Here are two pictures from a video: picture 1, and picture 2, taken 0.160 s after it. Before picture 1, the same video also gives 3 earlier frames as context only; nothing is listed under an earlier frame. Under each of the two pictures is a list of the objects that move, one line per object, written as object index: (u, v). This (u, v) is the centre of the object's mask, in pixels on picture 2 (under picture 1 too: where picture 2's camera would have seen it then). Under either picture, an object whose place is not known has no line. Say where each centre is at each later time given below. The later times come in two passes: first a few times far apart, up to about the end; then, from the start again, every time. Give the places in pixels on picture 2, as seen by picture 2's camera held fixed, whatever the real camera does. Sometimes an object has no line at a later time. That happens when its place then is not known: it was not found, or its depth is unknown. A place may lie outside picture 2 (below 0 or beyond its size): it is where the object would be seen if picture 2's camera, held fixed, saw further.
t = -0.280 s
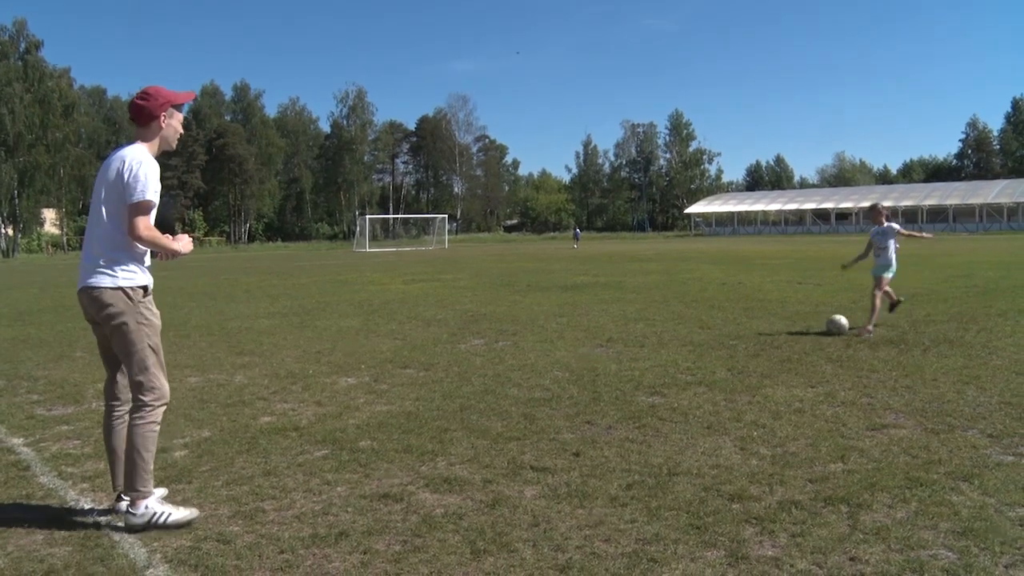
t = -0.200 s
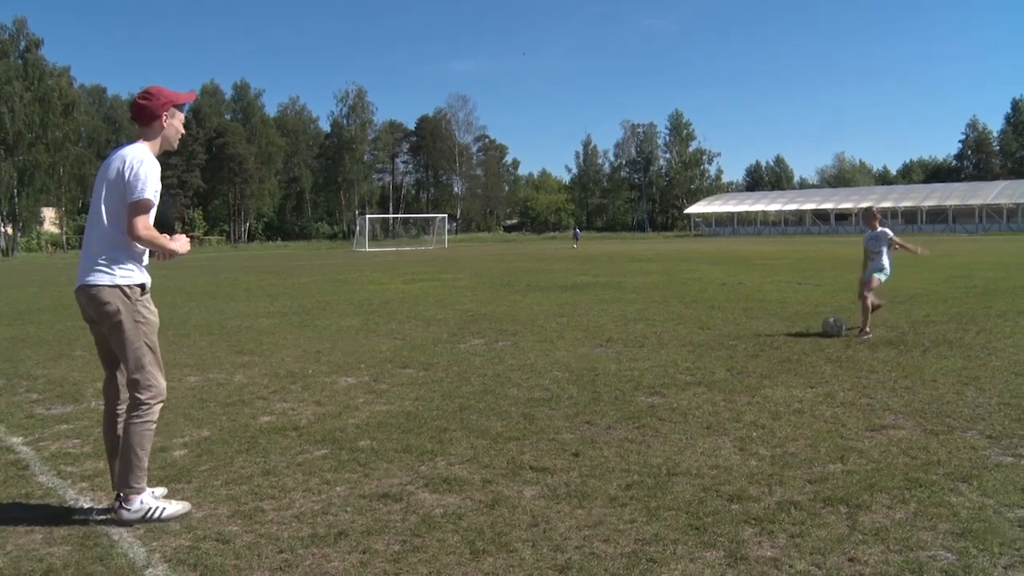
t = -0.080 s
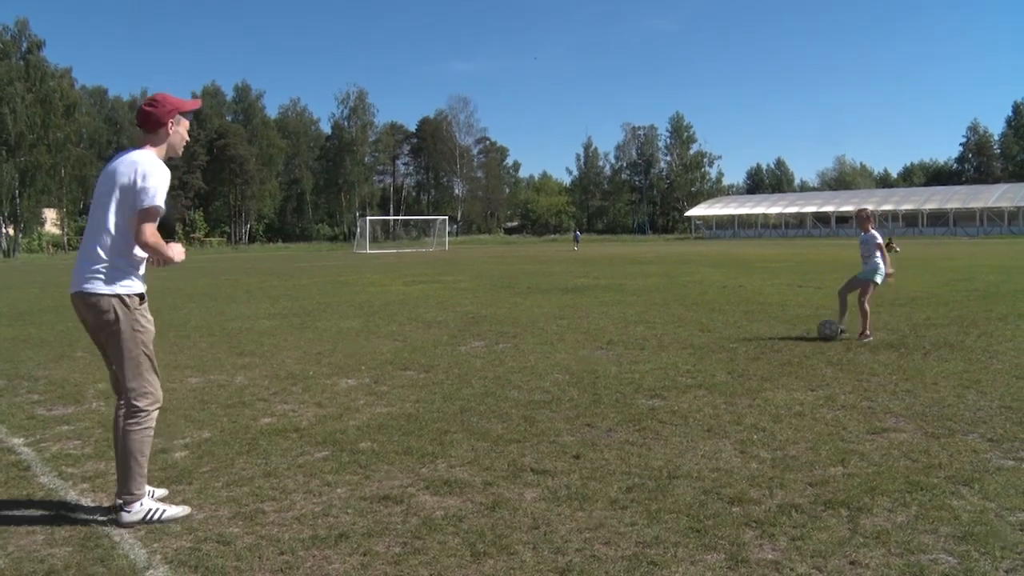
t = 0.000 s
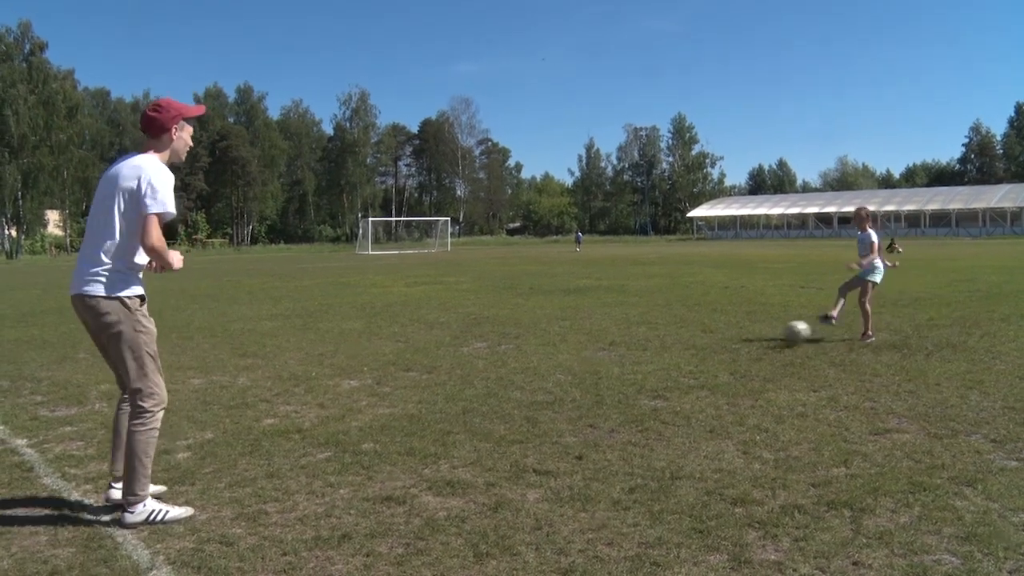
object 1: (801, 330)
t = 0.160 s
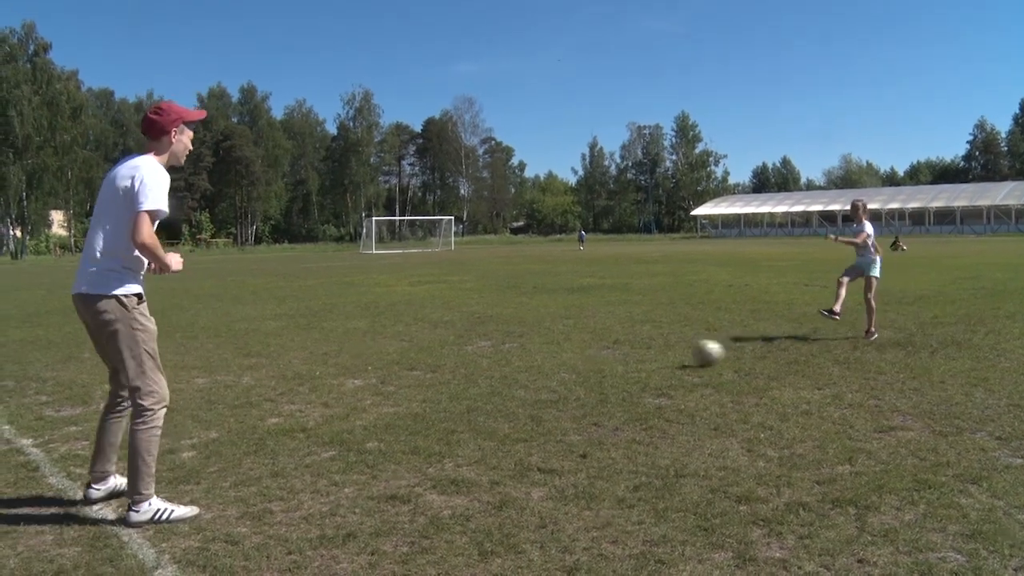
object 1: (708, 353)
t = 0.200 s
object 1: (684, 354)
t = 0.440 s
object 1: (517, 377)
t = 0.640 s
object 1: (361, 407)
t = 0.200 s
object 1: (684, 354)
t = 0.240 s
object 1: (659, 357)
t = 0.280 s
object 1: (631, 362)
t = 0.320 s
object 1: (603, 371)
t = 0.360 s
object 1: (573, 380)
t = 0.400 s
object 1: (544, 381)
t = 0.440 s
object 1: (517, 377)
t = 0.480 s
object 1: (489, 377)
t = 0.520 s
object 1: (460, 381)
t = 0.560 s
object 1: (428, 385)
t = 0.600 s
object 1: (395, 394)
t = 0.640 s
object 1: (361, 407)
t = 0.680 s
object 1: (326, 419)
